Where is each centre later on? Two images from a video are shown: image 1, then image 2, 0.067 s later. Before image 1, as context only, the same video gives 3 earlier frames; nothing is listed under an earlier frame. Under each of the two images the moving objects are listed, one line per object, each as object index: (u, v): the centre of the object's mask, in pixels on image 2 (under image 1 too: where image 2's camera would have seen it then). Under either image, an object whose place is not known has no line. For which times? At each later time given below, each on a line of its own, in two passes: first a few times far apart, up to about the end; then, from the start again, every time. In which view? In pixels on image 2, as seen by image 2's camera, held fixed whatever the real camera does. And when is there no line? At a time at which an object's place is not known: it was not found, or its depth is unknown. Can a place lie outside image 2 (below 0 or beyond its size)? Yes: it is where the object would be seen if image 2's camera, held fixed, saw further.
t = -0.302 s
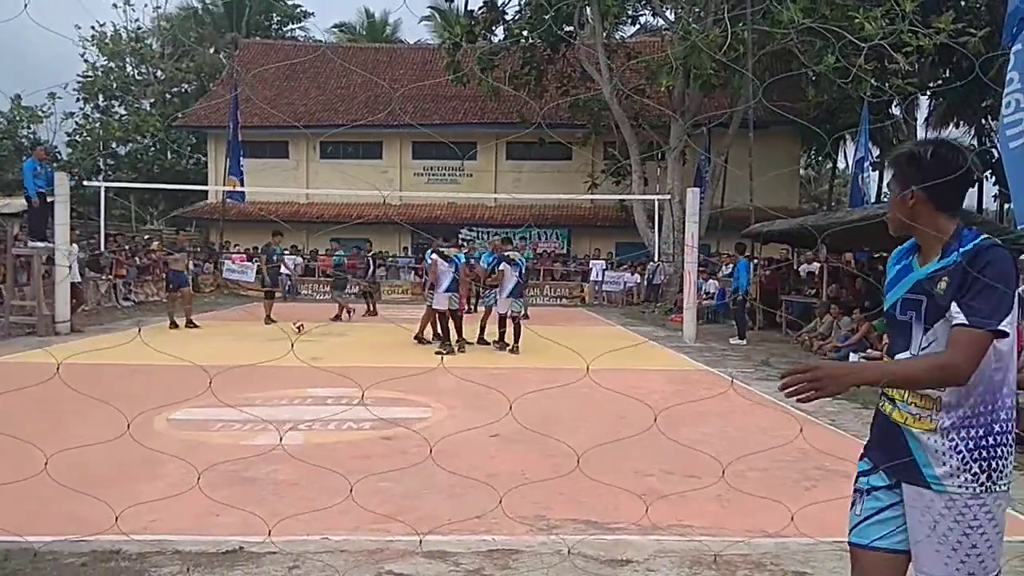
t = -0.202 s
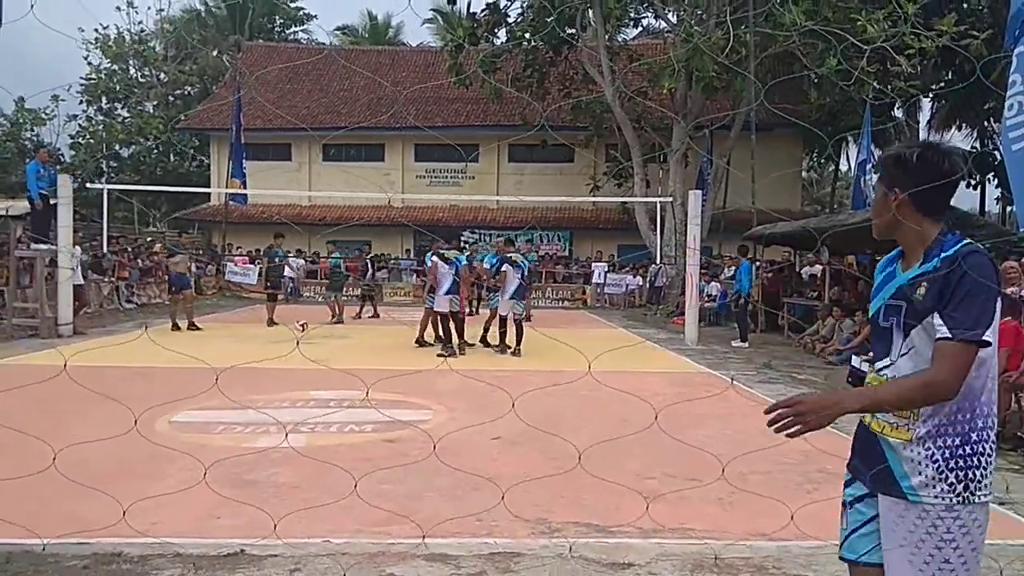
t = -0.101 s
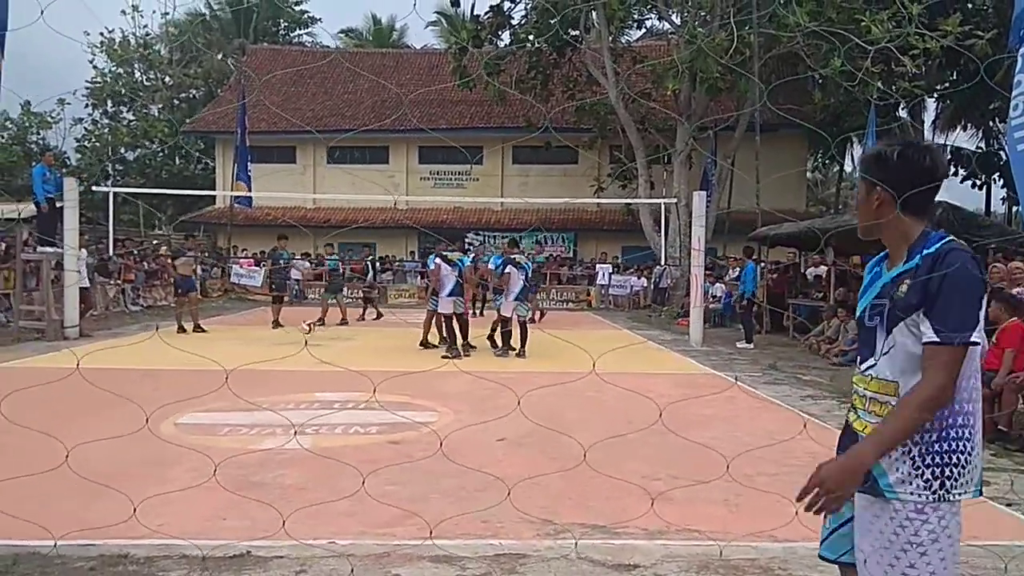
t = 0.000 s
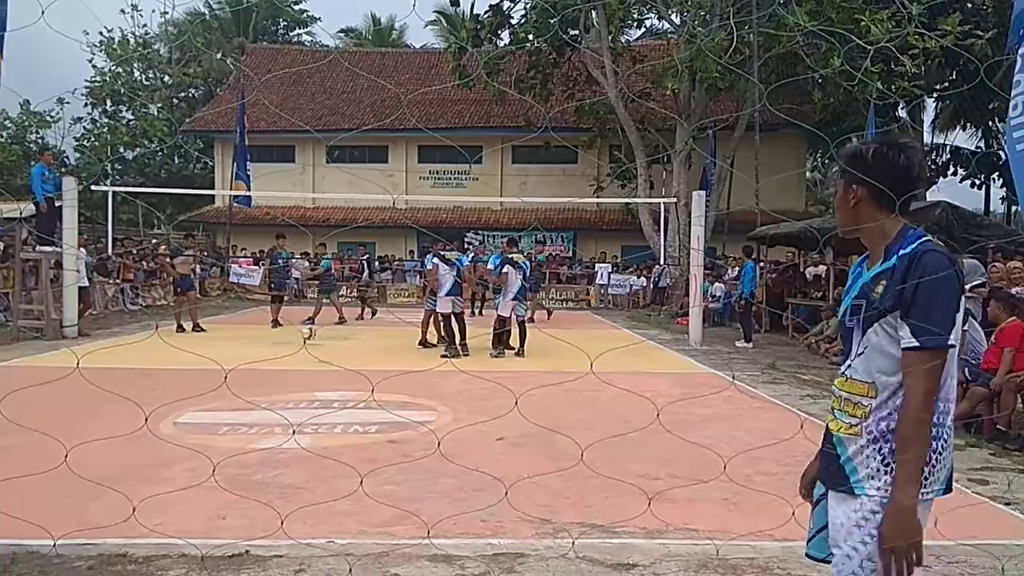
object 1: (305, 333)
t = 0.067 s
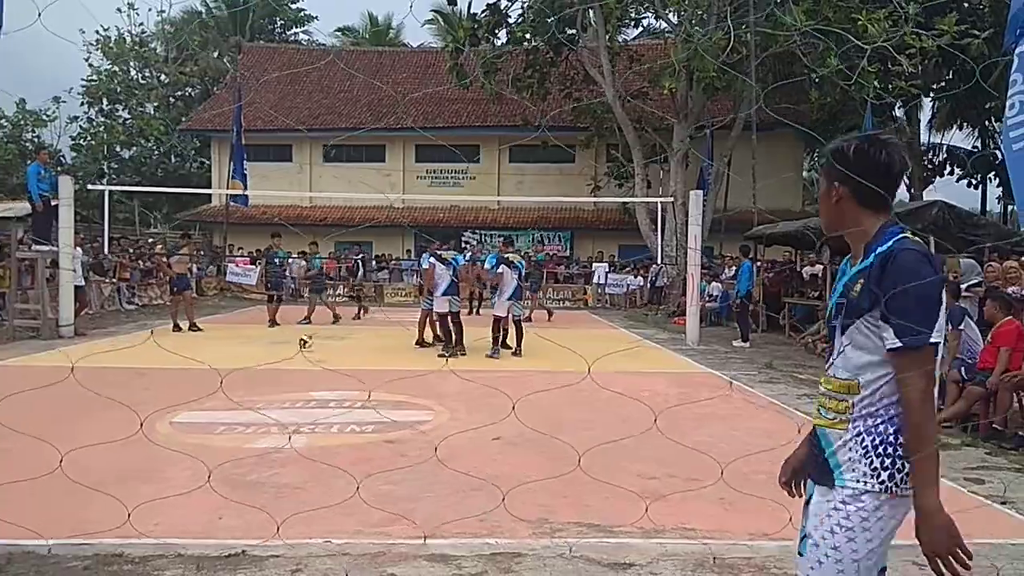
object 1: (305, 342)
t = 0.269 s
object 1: (309, 347)
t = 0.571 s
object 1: (318, 364)
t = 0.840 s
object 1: (329, 384)
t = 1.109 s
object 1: (344, 409)
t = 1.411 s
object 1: (370, 468)
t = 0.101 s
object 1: (307, 346)
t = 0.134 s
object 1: (308, 345)
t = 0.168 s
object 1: (306, 345)
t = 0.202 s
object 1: (309, 345)
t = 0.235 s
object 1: (309, 346)
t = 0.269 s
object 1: (309, 347)
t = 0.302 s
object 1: (311, 351)
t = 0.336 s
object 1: (312, 354)
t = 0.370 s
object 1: (311, 361)
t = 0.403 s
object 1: (313, 358)
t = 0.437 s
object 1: (315, 358)
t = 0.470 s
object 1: (315, 358)
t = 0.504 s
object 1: (316, 359)
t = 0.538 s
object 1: (318, 362)
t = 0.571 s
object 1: (318, 364)
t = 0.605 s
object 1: (320, 368)
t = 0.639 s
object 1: (320, 375)
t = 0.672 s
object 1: (322, 380)
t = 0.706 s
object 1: (323, 378)
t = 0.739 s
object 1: (324, 378)
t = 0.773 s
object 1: (326, 380)
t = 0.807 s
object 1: (328, 381)
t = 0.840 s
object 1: (329, 384)
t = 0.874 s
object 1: (330, 388)
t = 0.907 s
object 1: (332, 396)
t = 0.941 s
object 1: (334, 404)
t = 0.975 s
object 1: (336, 403)
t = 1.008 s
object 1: (339, 402)
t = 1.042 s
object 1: (340, 402)
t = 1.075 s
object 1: (342, 406)
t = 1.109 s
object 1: (344, 409)
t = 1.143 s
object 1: (347, 416)
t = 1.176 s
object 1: (349, 423)
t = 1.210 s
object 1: (351, 433)
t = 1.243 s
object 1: (353, 444)
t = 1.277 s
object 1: (356, 446)
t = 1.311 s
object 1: (359, 447)
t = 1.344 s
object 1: (363, 452)
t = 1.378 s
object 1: (366, 459)
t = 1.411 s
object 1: (370, 468)
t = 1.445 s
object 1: (373, 480)
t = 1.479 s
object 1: (377, 490)
